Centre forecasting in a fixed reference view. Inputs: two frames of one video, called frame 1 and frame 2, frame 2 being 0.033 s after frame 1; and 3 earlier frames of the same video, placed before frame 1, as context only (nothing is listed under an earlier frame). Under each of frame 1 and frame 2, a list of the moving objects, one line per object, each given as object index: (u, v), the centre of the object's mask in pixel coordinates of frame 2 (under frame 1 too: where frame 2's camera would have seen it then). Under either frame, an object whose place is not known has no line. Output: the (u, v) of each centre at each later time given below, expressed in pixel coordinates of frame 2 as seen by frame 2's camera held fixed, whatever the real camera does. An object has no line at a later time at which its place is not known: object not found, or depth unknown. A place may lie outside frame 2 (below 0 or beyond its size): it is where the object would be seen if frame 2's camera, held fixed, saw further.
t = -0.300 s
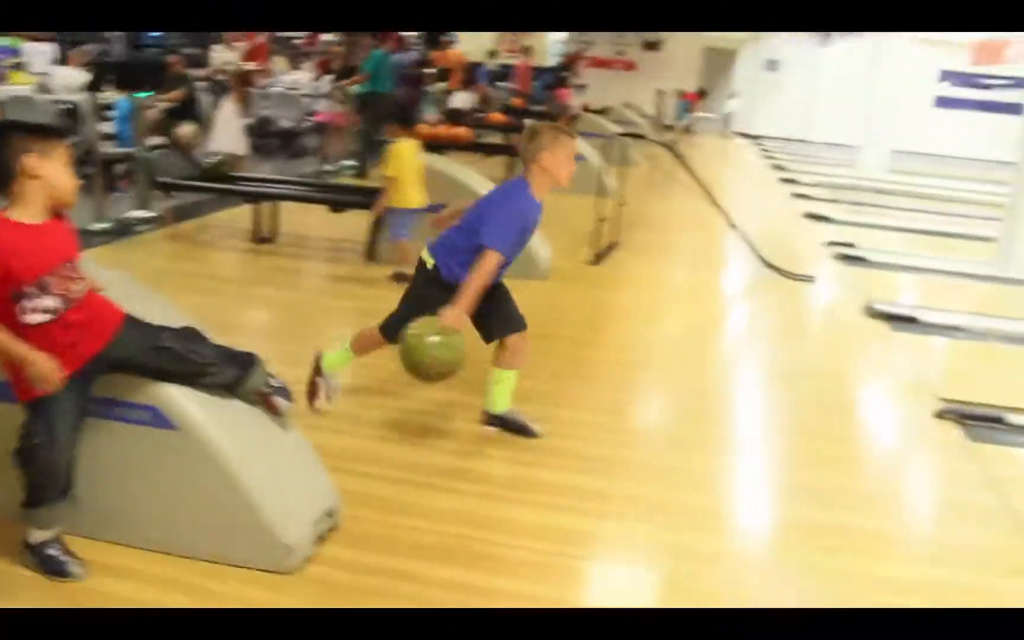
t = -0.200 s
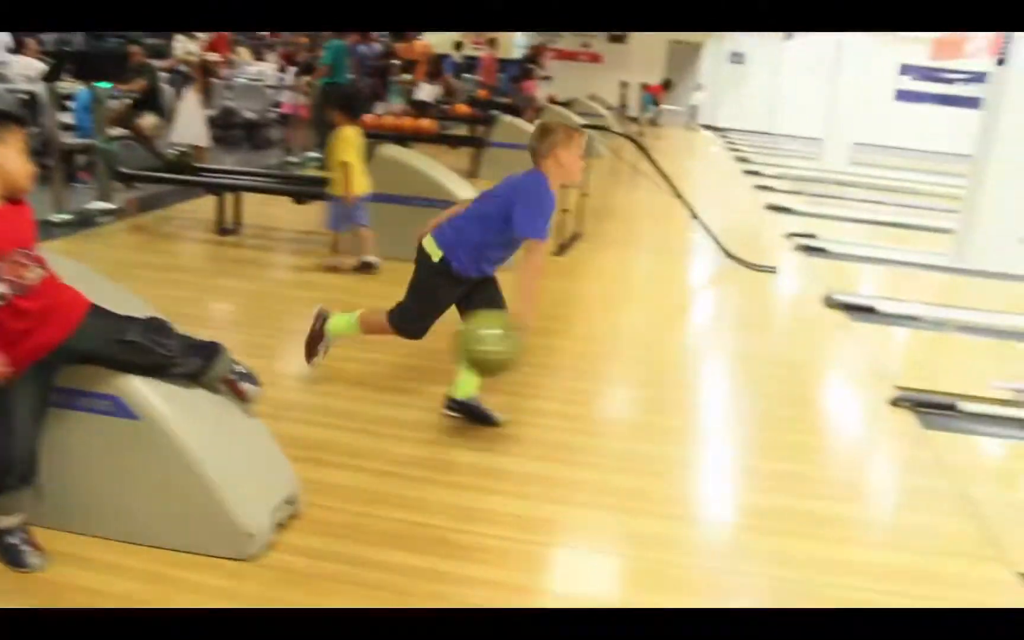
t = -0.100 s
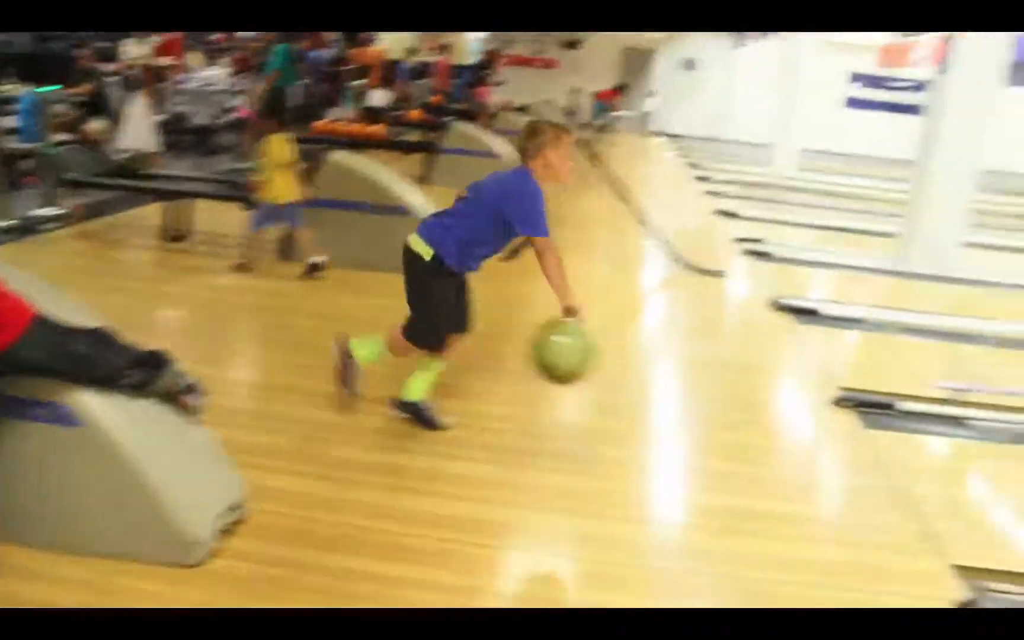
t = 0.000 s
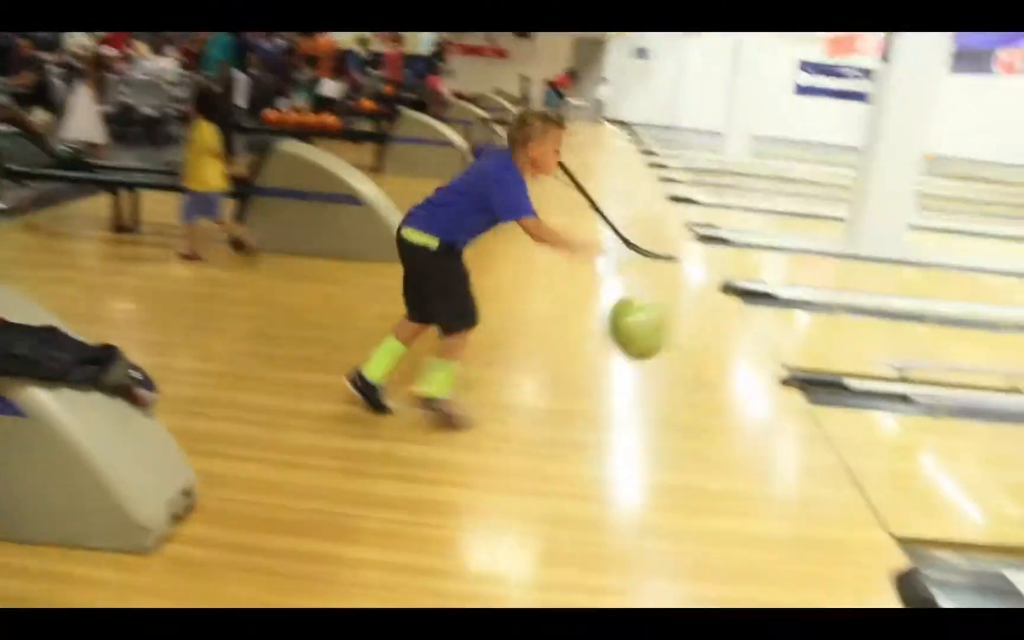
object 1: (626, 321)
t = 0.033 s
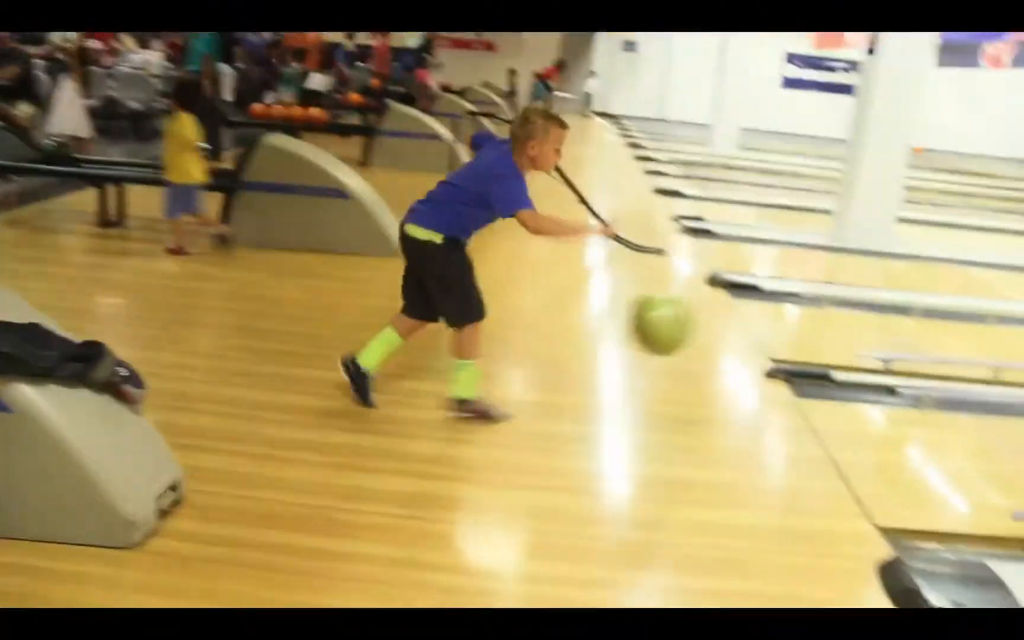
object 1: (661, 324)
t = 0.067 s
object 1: (696, 329)
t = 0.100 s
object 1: (728, 336)
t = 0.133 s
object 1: (762, 348)
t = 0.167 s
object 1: (793, 363)
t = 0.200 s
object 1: (823, 379)
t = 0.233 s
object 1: (850, 395)
